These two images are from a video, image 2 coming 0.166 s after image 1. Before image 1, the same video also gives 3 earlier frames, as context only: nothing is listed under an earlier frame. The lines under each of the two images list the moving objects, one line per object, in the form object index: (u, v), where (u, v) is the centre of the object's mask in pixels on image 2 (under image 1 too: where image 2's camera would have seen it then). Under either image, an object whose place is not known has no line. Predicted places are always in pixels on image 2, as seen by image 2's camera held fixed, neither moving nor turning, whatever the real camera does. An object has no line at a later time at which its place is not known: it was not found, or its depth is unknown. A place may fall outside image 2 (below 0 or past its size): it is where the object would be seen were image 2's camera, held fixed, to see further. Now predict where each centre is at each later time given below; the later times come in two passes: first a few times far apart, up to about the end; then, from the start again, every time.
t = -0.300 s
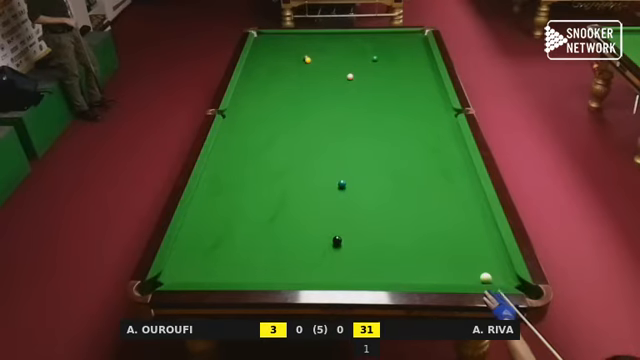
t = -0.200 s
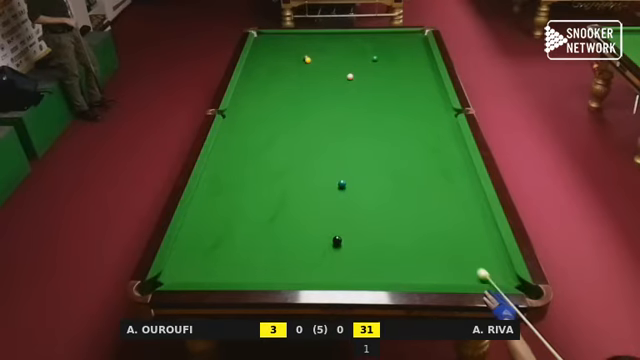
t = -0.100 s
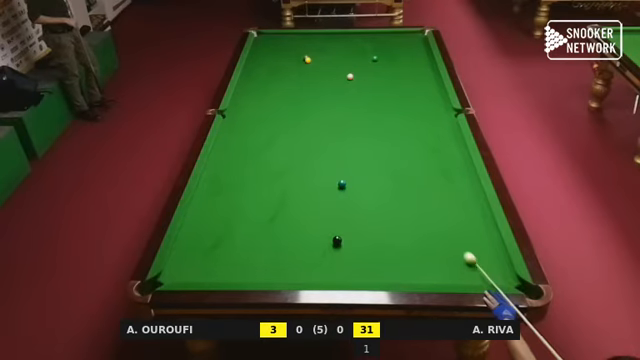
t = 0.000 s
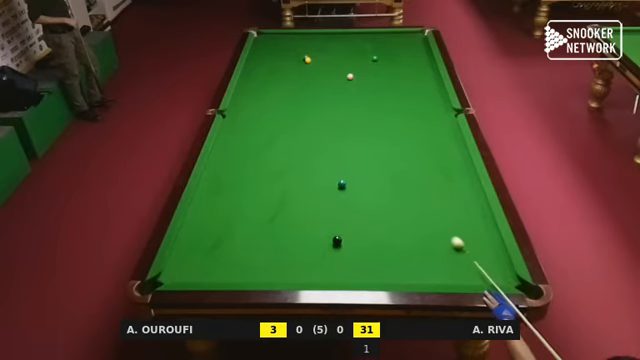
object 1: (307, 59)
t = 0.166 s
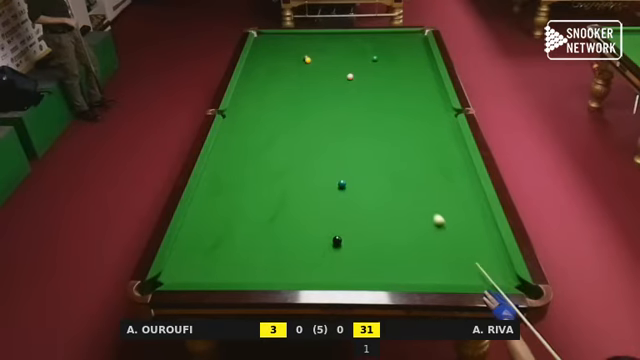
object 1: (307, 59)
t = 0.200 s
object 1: (307, 59)
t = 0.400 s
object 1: (307, 59)
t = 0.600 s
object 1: (307, 59)
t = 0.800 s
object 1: (307, 59)
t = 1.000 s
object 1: (307, 59)
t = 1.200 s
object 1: (307, 59)
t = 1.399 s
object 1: (307, 59)
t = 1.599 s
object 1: (307, 59)
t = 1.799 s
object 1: (307, 59)
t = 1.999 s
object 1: (307, 59)
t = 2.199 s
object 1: (307, 59)
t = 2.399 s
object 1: (307, 59)
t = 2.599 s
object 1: (301, 60)
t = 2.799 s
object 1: (295, 60)
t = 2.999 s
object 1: (288, 61)
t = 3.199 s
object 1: (283, 61)
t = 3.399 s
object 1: (277, 61)
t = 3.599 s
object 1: (273, 61)
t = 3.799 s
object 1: (268, 61)
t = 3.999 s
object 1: (264, 61)
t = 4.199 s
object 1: (261, 62)
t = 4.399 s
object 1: (257, 62)
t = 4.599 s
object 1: (254, 62)
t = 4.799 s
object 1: (252, 62)
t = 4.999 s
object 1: (250, 62)
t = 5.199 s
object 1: (248, 62)
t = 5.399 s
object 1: (248, 62)
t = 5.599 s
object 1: (248, 63)
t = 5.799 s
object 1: (248, 62)
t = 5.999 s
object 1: (248, 62)
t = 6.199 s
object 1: (248, 62)
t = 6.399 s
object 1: (248, 62)
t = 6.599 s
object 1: (248, 62)
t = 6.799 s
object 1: (248, 62)
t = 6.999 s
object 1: (248, 62)
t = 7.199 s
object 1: (248, 62)
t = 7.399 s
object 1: (248, 62)
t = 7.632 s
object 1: (248, 63)
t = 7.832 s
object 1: (248, 62)
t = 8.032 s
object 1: (248, 62)
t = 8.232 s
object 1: (248, 62)
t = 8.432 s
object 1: (248, 62)
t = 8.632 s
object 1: (248, 62)
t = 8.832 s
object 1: (248, 62)
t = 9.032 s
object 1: (248, 62)
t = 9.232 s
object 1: (248, 62)
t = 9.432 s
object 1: (248, 62)
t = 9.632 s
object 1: (248, 62)
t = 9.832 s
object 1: (248, 62)
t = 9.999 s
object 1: (248, 62)
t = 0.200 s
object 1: (307, 59)
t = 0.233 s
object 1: (307, 59)
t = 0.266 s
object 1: (307, 59)
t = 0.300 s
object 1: (307, 59)
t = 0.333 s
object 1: (307, 59)
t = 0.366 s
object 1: (307, 59)
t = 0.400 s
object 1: (307, 59)
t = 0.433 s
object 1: (307, 59)
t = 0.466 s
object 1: (307, 59)
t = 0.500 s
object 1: (307, 59)
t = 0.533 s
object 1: (307, 59)
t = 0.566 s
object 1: (307, 59)
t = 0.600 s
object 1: (307, 59)
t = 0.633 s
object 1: (307, 59)
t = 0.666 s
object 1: (307, 59)
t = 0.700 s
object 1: (307, 59)
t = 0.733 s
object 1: (307, 59)
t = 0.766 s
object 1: (307, 59)
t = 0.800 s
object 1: (307, 59)
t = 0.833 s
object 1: (307, 59)
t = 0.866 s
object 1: (307, 59)
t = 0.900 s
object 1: (307, 59)
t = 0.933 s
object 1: (307, 59)
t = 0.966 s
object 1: (307, 59)
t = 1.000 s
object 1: (307, 59)
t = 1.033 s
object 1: (307, 59)
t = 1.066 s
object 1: (307, 59)
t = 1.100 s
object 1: (307, 59)
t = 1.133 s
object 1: (307, 59)
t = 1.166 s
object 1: (307, 59)
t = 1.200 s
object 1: (307, 59)
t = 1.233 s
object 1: (307, 59)
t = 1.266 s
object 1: (307, 59)
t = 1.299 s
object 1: (307, 59)
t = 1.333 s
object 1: (307, 59)
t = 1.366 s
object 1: (307, 59)
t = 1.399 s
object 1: (307, 59)
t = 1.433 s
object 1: (307, 59)
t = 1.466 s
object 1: (307, 59)
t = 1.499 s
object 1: (307, 59)
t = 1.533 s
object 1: (307, 59)
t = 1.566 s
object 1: (307, 59)
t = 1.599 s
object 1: (307, 59)
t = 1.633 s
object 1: (307, 59)
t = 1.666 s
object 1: (307, 59)
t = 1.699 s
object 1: (307, 59)
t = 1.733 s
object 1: (307, 59)
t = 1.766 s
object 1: (307, 59)
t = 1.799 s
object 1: (307, 59)
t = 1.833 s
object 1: (307, 59)
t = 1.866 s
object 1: (307, 59)
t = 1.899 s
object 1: (307, 59)
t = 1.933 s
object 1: (307, 59)
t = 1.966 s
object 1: (307, 59)
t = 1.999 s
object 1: (307, 59)
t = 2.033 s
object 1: (307, 59)
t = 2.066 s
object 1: (307, 59)
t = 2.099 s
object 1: (307, 59)
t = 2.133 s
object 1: (307, 59)
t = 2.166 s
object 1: (307, 59)
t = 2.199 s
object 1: (307, 59)
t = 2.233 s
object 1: (307, 59)
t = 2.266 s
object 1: (307, 59)
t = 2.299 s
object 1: (307, 59)
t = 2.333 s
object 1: (307, 59)
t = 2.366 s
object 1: (307, 59)
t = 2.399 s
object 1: (307, 59)
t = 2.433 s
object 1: (306, 59)
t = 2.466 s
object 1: (306, 59)
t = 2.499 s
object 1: (305, 59)
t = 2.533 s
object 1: (304, 59)
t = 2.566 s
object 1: (302, 60)
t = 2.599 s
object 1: (301, 60)
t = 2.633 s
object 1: (300, 60)
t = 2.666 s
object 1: (299, 60)
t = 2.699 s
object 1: (298, 60)
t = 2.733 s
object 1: (297, 60)
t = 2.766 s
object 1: (296, 60)
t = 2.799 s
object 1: (295, 60)
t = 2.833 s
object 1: (294, 60)
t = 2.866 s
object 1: (292, 60)
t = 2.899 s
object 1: (291, 60)
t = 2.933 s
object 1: (290, 60)
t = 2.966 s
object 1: (289, 60)
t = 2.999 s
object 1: (288, 61)
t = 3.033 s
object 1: (287, 61)
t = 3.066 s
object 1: (286, 61)
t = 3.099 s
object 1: (286, 61)
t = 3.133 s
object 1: (285, 61)
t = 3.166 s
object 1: (284, 60)
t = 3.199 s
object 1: (283, 61)
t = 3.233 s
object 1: (282, 61)
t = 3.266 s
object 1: (281, 61)
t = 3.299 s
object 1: (280, 61)
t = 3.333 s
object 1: (279, 61)
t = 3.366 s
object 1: (279, 61)
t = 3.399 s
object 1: (277, 61)
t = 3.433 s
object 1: (277, 61)
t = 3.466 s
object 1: (276, 61)
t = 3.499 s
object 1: (275, 61)
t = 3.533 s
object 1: (274, 61)
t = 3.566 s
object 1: (274, 61)
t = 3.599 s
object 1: (273, 61)
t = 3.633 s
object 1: (272, 61)
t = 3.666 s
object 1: (271, 61)
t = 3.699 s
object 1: (270, 61)
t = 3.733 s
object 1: (270, 61)
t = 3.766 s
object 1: (269, 61)
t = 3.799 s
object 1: (268, 61)
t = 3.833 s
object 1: (267, 61)
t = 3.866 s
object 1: (267, 61)
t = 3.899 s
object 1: (266, 61)
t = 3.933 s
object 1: (265, 61)
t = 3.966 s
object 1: (265, 61)
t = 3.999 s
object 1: (264, 61)
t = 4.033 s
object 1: (263, 61)
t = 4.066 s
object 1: (263, 61)
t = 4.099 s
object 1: (262, 61)
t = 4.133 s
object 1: (262, 61)
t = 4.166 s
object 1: (261, 61)
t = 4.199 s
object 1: (261, 62)
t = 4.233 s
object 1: (260, 62)
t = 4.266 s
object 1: (259, 62)
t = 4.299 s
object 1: (259, 62)
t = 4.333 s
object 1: (258, 62)
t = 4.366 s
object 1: (258, 62)
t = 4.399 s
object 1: (257, 62)
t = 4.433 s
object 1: (256, 62)
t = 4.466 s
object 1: (256, 62)
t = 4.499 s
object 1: (256, 62)
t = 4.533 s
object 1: (256, 62)
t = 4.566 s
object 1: (255, 62)
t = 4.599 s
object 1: (254, 62)
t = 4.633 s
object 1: (254, 62)
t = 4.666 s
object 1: (253, 62)
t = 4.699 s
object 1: (253, 62)
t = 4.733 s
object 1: (253, 62)
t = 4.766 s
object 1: (252, 62)
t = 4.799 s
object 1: (252, 62)
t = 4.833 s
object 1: (251, 62)
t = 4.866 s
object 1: (251, 62)
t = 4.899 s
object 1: (251, 62)
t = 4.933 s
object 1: (250, 62)
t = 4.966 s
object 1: (250, 62)
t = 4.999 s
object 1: (250, 62)
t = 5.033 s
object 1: (249, 62)
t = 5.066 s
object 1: (249, 62)
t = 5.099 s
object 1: (249, 62)
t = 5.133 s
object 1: (248, 62)
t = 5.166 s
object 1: (248, 62)
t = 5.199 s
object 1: (248, 62)
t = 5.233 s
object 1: (248, 62)
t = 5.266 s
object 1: (247, 62)
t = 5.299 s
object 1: (247, 62)
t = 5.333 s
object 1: (247, 62)
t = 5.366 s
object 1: (248, 62)
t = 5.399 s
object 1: (248, 62)
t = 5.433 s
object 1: (248, 62)
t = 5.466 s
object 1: (248, 62)
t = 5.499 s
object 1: (248, 62)
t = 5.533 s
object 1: (248, 62)
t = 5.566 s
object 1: (248, 62)
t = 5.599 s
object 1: (248, 63)
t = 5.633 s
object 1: (248, 63)
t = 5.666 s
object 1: (248, 62)
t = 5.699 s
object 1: (248, 62)
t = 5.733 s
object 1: (248, 62)
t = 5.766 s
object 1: (248, 62)
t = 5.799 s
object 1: (248, 62)
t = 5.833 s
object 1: (248, 62)
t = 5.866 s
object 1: (248, 62)
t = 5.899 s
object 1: (248, 62)
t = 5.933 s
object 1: (248, 62)
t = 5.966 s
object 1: (248, 62)
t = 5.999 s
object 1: (248, 62)
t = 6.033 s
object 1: (248, 62)
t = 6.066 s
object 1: (248, 62)
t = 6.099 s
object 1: (248, 62)
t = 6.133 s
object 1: (248, 62)
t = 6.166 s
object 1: (248, 62)
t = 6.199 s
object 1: (248, 62)
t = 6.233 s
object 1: (248, 62)
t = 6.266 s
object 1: (248, 62)
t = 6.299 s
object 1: (248, 62)
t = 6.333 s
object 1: (248, 62)
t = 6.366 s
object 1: (248, 62)
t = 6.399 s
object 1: (248, 62)
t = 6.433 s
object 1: (248, 62)
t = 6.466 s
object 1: (248, 62)
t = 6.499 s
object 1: (248, 62)
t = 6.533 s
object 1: (248, 62)
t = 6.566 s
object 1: (248, 62)
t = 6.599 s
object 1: (248, 62)
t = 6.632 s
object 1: (248, 62)
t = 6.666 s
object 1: (248, 62)
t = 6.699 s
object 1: (248, 62)
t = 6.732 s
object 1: (248, 62)
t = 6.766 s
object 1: (248, 62)
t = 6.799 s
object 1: (248, 62)
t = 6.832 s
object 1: (248, 62)
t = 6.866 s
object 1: (248, 62)
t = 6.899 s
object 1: (248, 62)
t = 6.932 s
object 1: (248, 62)
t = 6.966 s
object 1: (248, 62)
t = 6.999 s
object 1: (248, 62)
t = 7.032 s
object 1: (248, 62)
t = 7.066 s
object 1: (248, 62)
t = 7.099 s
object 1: (248, 62)
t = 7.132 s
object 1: (248, 62)
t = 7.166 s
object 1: (248, 62)
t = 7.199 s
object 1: (248, 62)
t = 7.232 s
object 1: (248, 62)
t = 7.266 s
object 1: (248, 62)
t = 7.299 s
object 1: (248, 62)
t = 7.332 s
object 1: (248, 62)
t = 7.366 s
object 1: (248, 62)
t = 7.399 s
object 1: (248, 62)
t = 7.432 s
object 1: (248, 62)
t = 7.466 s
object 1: (248, 62)
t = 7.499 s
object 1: (248, 62)
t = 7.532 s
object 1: (248, 62)
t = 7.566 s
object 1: (248, 62)
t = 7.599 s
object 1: (248, 62)
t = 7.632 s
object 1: (248, 63)
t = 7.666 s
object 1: (248, 63)
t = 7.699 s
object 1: (248, 62)
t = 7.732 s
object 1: (248, 62)
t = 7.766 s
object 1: (248, 62)
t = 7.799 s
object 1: (248, 62)
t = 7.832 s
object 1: (248, 62)
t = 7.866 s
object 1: (248, 62)
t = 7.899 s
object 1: (248, 62)
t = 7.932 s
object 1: (248, 62)
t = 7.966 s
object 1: (248, 62)
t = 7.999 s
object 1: (248, 62)
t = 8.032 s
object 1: (248, 62)
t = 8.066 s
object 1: (248, 62)
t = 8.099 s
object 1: (248, 62)
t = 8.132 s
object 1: (248, 62)
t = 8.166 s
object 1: (248, 62)
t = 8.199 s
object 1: (248, 62)
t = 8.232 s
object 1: (248, 62)
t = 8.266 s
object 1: (248, 62)
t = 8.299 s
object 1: (248, 62)
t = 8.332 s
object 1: (248, 62)
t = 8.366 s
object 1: (248, 62)
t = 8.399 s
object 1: (248, 62)
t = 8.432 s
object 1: (248, 62)
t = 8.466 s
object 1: (248, 62)
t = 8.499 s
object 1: (248, 62)
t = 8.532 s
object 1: (248, 62)
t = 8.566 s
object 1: (248, 62)
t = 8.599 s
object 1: (248, 62)
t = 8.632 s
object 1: (248, 62)
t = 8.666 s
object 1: (248, 62)
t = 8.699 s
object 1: (248, 62)
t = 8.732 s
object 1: (248, 62)
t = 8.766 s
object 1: (248, 62)
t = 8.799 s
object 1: (248, 62)
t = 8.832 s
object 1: (248, 62)
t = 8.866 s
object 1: (248, 62)
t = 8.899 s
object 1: (248, 62)
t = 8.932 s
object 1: (248, 62)
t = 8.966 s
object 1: (248, 62)
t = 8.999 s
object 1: (248, 62)
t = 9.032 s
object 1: (248, 62)
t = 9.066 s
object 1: (248, 62)
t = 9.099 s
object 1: (248, 62)
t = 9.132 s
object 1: (248, 62)
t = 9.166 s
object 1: (248, 62)
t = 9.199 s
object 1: (248, 62)
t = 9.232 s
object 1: (248, 62)
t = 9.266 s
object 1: (248, 62)
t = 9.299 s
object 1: (248, 62)
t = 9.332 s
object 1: (248, 62)
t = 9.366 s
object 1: (248, 62)
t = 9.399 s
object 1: (248, 62)
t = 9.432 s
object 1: (248, 62)
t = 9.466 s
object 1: (248, 62)
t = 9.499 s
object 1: (248, 62)
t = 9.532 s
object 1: (248, 62)
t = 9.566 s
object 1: (248, 62)
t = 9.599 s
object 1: (248, 62)
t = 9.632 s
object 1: (248, 62)
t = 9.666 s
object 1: (248, 62)
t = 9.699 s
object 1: (248, 62)
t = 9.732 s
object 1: (248, 62)
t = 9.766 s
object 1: (248, 62)
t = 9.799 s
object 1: (248, 62)
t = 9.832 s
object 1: (248, 62)
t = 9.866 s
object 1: (248, 62)
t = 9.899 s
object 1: (248, 62)
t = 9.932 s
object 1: (248, 62)
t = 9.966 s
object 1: (248, 62)
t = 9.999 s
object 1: (248, 62)
